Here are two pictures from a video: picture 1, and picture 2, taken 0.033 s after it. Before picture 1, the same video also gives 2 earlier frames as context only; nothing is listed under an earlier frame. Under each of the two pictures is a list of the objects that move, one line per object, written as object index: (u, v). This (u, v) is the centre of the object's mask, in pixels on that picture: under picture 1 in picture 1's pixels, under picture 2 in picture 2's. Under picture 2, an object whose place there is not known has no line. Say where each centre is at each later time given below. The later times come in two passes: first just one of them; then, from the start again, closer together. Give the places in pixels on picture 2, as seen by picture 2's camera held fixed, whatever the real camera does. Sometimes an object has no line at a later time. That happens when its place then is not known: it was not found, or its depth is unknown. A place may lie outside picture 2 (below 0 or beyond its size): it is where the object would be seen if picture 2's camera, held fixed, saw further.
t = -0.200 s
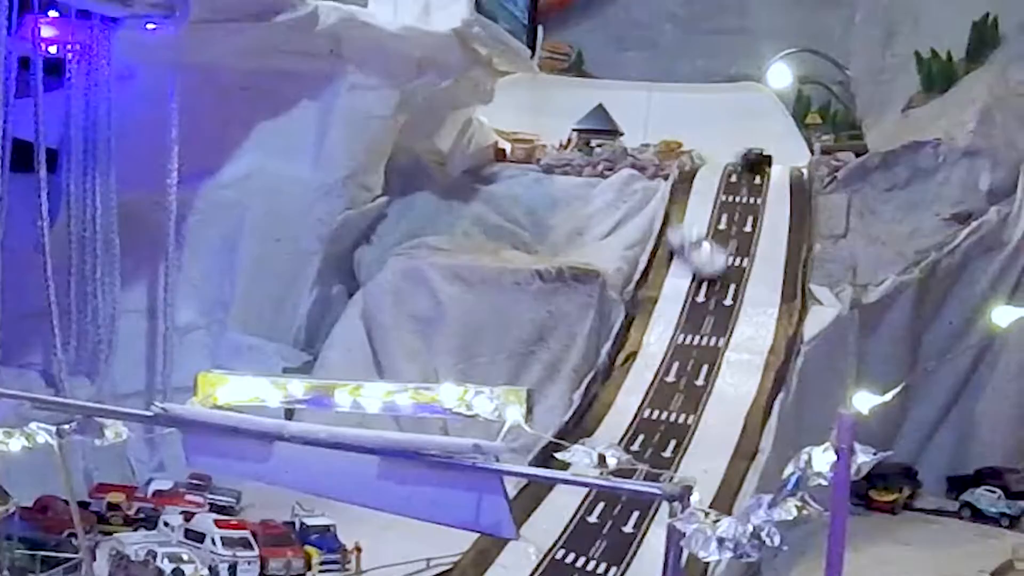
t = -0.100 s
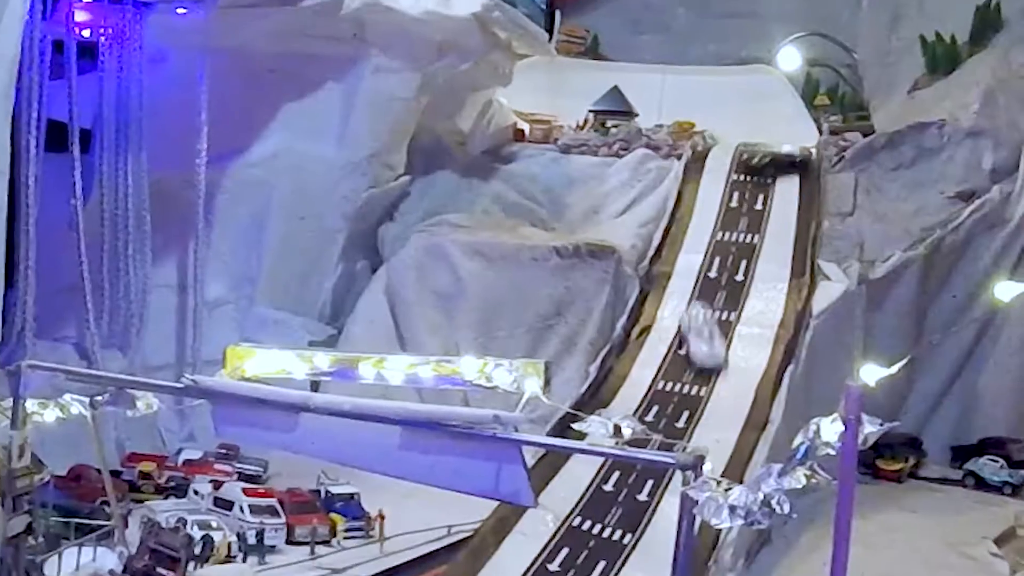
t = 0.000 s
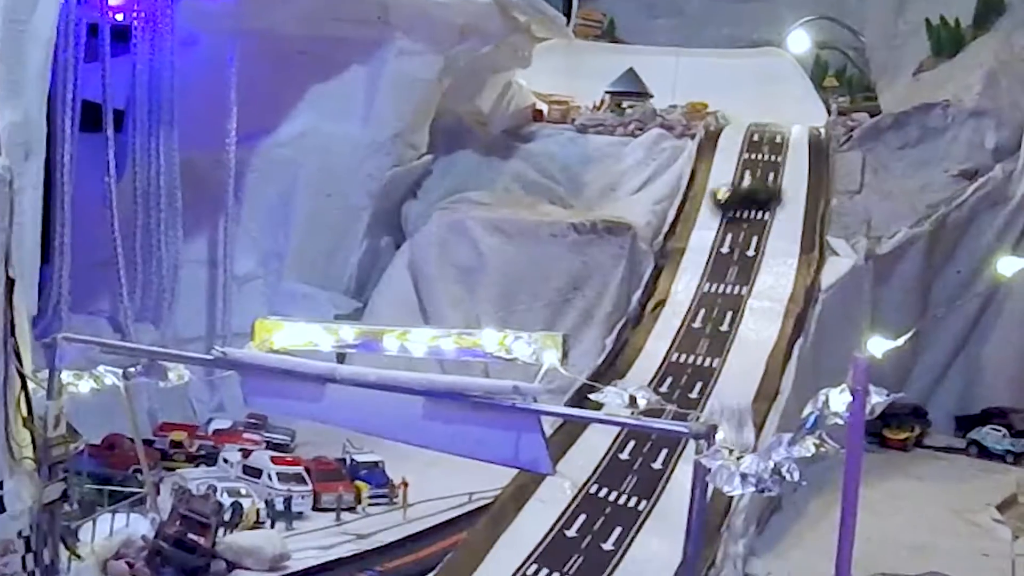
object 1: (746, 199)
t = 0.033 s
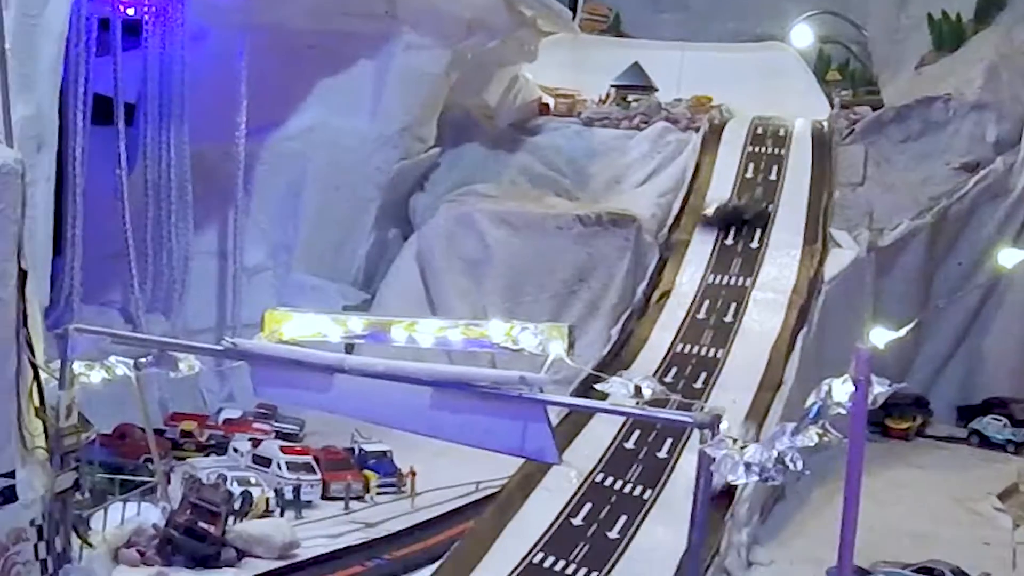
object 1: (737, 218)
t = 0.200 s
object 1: (707, 350)
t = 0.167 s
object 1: (701, 325)
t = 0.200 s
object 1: (707, 350)
